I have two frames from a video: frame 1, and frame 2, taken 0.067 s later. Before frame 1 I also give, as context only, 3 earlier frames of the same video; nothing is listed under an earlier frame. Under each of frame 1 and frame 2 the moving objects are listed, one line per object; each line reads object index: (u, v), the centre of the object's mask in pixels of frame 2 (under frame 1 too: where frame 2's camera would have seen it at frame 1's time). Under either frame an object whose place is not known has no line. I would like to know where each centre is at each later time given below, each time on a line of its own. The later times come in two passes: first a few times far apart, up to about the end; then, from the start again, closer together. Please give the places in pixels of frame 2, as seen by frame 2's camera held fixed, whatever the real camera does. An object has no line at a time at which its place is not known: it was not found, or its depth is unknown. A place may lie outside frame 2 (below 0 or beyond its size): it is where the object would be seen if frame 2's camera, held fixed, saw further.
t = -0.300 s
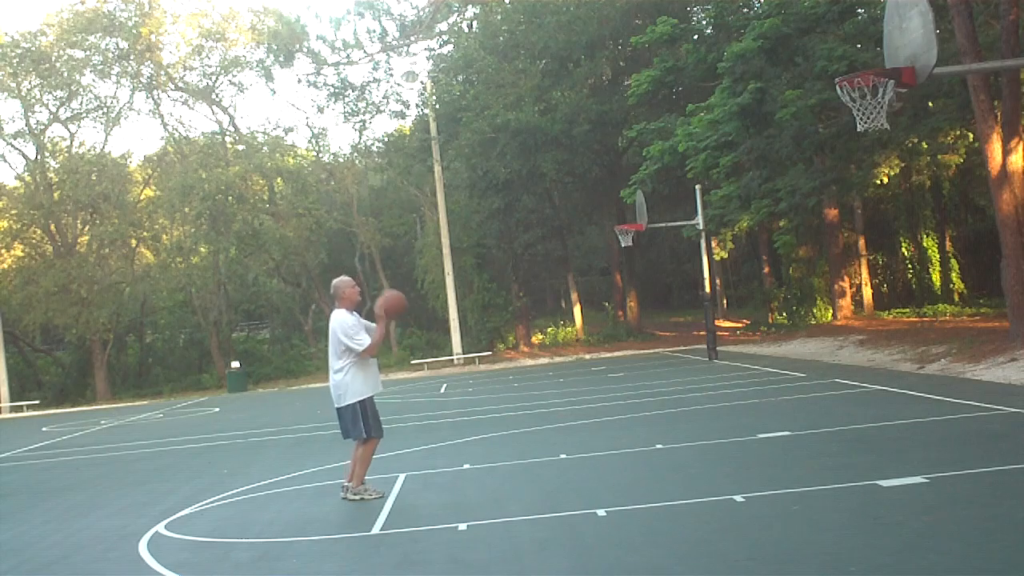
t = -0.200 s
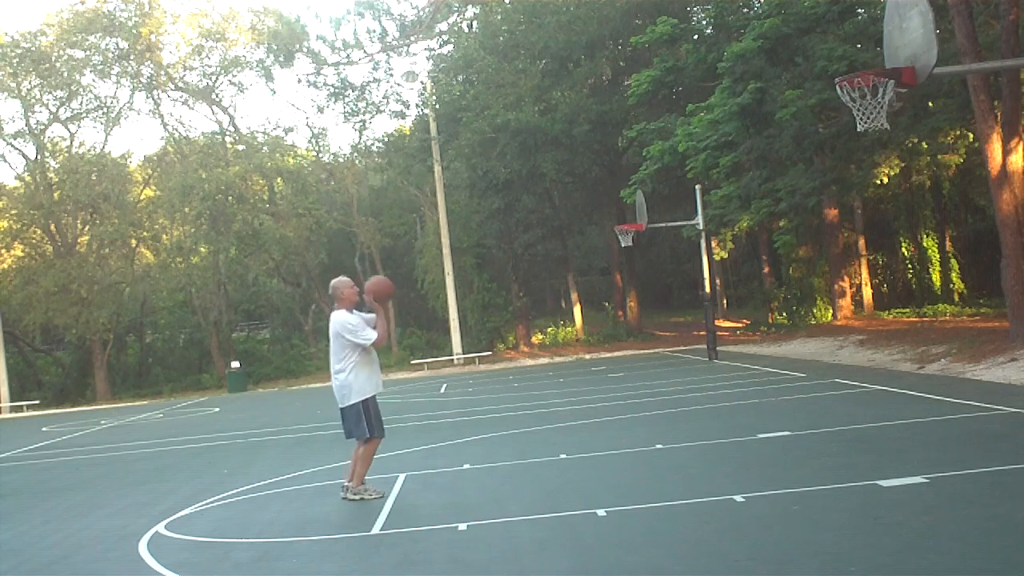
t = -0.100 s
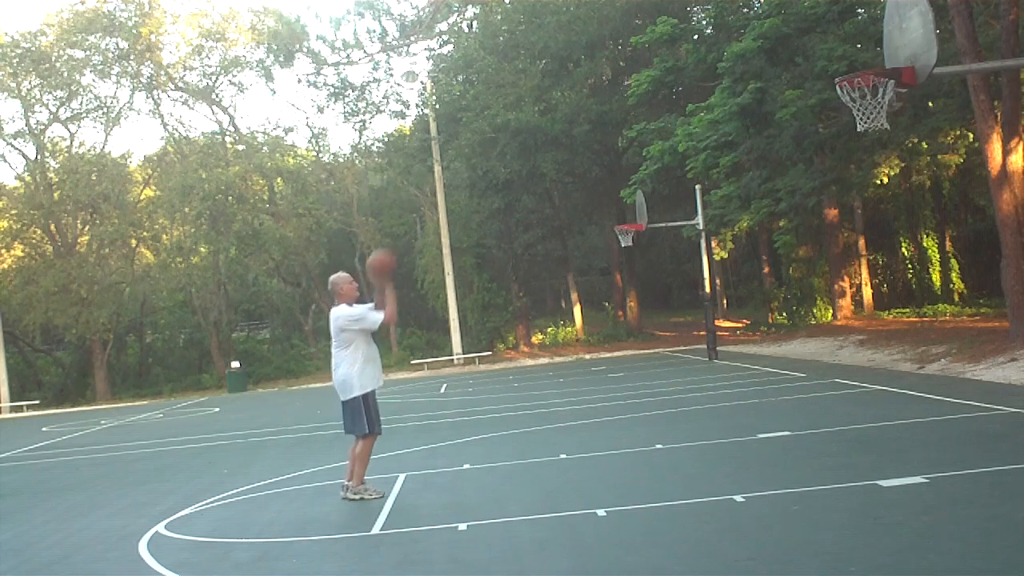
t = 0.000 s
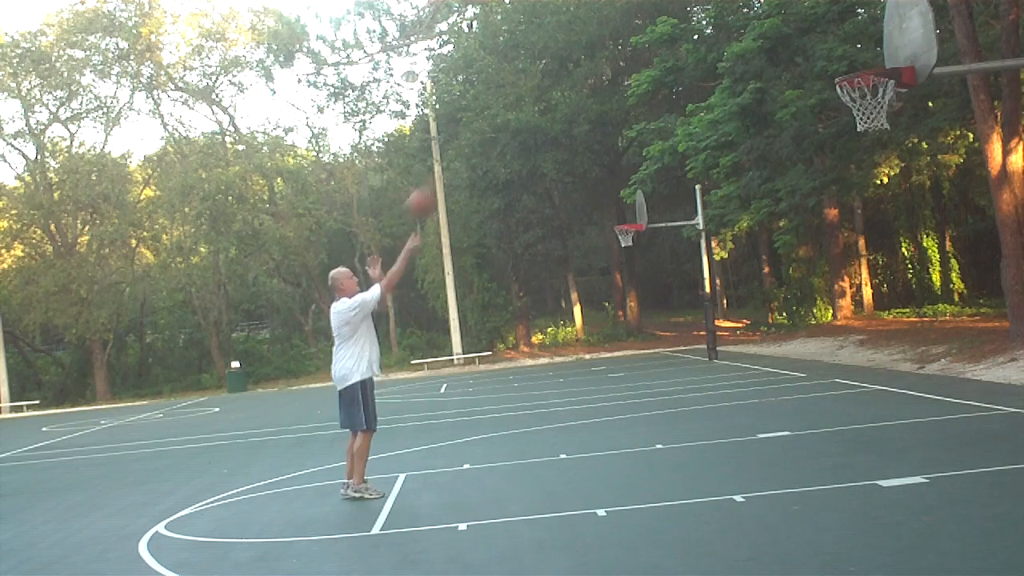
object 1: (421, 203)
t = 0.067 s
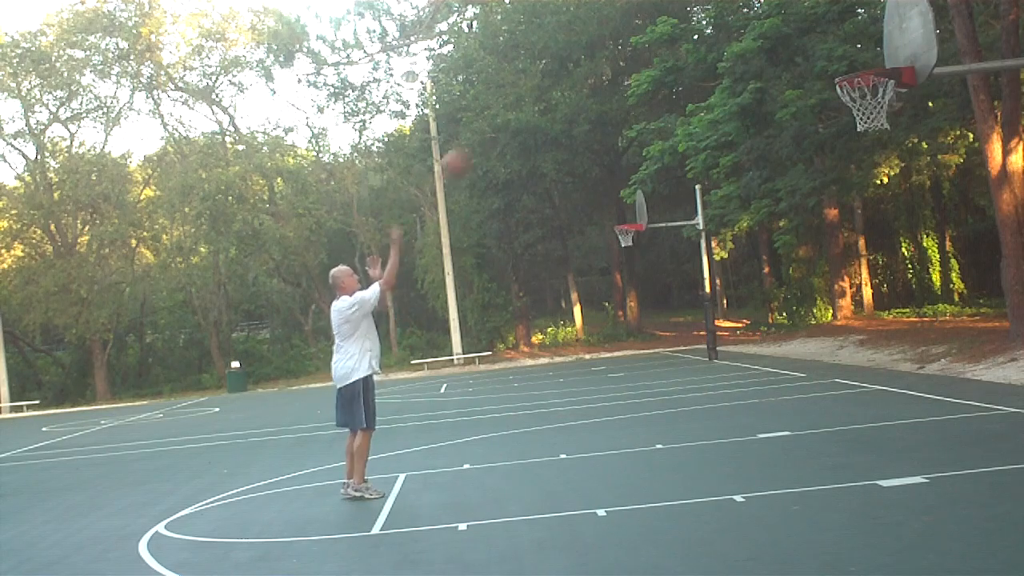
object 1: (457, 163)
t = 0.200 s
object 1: (524, 101)
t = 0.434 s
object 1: (649, 38)
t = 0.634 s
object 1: (760, 34)
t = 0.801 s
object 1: (854, 63)
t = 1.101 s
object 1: (859, 93)
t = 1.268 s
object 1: (860, 132)
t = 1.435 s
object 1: (874, 170)
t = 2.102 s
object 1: (915, 300)
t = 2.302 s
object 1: (918, 255)
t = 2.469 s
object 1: (923, 250)
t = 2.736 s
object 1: (939, 303)
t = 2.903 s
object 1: (952, 374)
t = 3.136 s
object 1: (953, 345)
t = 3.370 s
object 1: (953, 307)
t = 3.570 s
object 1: (958, 319)
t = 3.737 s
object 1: (965, 357)
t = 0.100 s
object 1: (472, 145)
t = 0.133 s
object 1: (491, 129)
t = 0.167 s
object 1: (506, 115)
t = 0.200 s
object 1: (524, 101)
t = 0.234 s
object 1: (542, 88)
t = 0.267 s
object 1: (560, 76)
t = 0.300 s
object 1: (578, 66)
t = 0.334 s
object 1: (595, 57)
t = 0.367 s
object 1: (613, 49)
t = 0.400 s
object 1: (630, 42)
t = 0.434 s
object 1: (649, 38)
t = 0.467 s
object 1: (667, 35)
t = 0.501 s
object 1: (686, 31)
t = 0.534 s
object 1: (703, 31)
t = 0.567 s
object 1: (723, 30)
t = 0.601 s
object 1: (740, 31)
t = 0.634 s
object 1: (760, 34)
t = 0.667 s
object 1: (777, 37)
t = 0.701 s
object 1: (797, 42)
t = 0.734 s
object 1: (815, 48)
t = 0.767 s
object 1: (835, 55)
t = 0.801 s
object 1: (854, 63)
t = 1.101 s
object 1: (859, 93)
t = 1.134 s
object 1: (856, 98)
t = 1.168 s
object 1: (853, 101)
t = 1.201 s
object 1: (852, 109)
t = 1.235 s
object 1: (853, 111)
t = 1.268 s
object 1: (860, 132)
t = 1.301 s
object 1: (865, 133)
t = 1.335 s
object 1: (868, 139)
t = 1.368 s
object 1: (870, 149)
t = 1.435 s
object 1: (874, 170)
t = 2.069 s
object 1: (914, 312)
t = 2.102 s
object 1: (915, 300)
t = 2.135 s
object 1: (915, 291)
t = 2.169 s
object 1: (915, 281)
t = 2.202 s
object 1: (916, 270)
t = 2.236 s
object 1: (916, 264)
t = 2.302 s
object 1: (918, 255)
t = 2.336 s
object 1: (919, 252)
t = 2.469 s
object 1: (923, 250)
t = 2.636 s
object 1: (932, 274)
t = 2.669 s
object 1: (934, 283)
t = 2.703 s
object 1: (937, 293)
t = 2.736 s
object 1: (939, 303)
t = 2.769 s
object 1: (942, 317)
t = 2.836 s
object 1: (945, 343)
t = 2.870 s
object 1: (949, 358)
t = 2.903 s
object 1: (952, 374)
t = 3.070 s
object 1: (955, 367)
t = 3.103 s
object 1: (954, 356)
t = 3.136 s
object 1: (953, 345)
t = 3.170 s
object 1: (952, 337)
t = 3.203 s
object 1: (952, 329)
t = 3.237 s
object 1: (952, 323)
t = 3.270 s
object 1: (953, 318)
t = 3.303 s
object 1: (953, 313)
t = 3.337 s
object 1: (953, 310)
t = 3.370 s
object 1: (953, 307)
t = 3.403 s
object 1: (954, 306)
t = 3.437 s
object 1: (954, 306)
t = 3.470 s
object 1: (955, 307)
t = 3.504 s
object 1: (956, 310)
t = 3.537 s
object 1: (957, 314)
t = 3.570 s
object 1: (958, 319)
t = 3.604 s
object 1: (959, 325)
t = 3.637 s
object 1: (960, 331)
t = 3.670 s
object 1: (960, 339)
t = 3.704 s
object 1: (962, 348)
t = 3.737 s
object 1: (965, 357)
